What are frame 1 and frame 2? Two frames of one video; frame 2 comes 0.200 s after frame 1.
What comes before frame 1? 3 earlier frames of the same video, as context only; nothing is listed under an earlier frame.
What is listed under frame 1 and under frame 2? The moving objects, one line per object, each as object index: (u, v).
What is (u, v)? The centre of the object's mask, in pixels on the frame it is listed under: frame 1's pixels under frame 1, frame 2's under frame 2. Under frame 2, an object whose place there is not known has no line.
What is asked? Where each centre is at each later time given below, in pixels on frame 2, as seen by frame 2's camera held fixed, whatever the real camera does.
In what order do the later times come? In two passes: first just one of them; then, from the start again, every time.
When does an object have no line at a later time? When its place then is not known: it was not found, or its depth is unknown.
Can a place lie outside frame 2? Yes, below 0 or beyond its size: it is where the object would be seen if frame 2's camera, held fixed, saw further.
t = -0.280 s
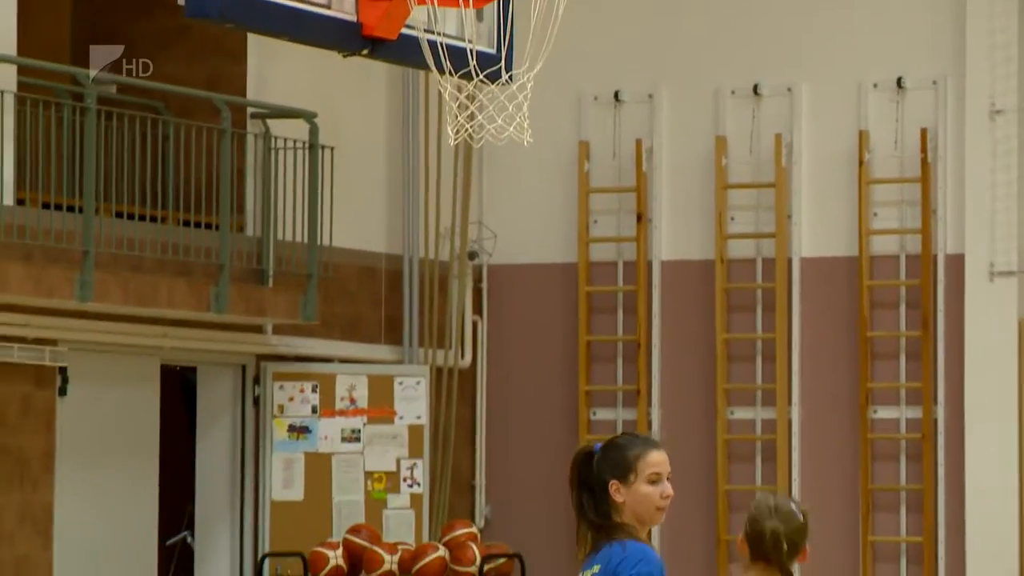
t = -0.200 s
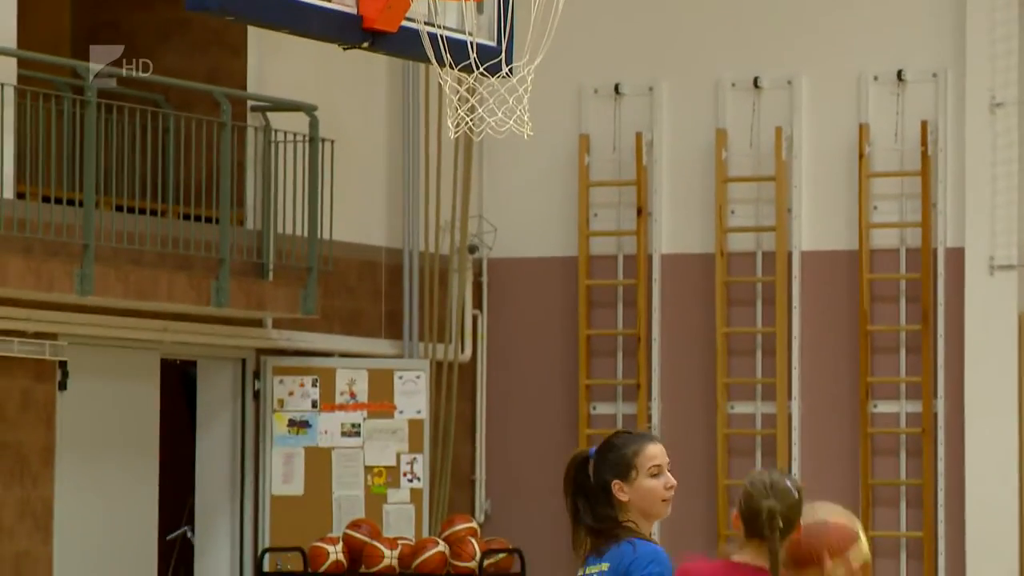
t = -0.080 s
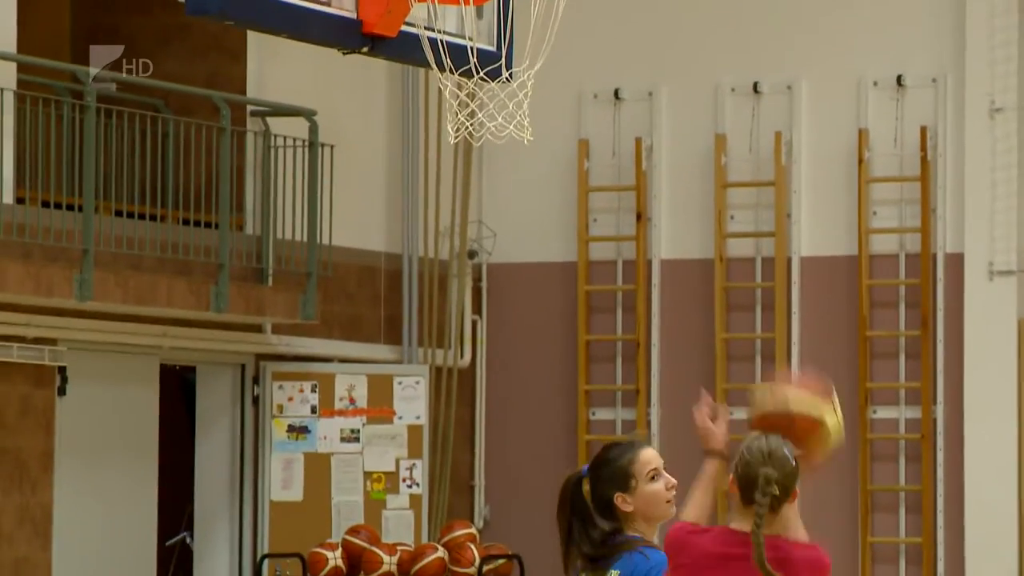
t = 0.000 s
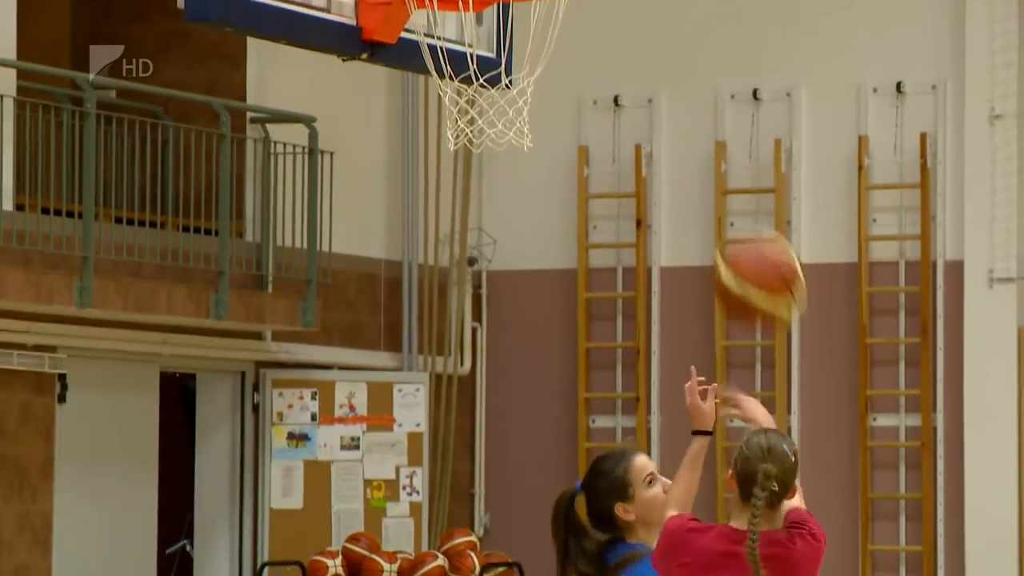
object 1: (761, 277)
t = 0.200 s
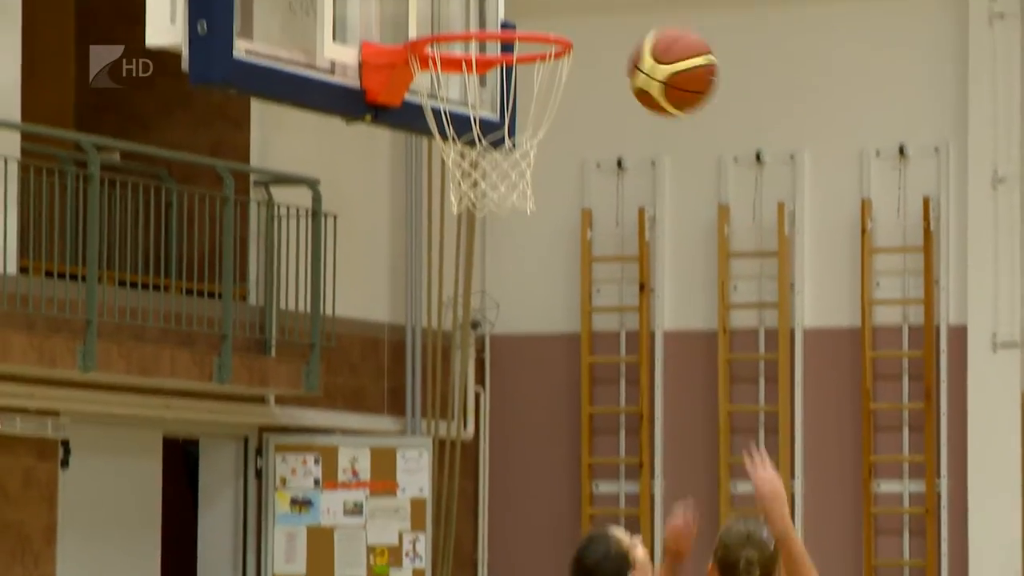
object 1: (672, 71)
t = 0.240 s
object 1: (657, 36)
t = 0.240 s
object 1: (657, 36)
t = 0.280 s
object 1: (640, 4)
